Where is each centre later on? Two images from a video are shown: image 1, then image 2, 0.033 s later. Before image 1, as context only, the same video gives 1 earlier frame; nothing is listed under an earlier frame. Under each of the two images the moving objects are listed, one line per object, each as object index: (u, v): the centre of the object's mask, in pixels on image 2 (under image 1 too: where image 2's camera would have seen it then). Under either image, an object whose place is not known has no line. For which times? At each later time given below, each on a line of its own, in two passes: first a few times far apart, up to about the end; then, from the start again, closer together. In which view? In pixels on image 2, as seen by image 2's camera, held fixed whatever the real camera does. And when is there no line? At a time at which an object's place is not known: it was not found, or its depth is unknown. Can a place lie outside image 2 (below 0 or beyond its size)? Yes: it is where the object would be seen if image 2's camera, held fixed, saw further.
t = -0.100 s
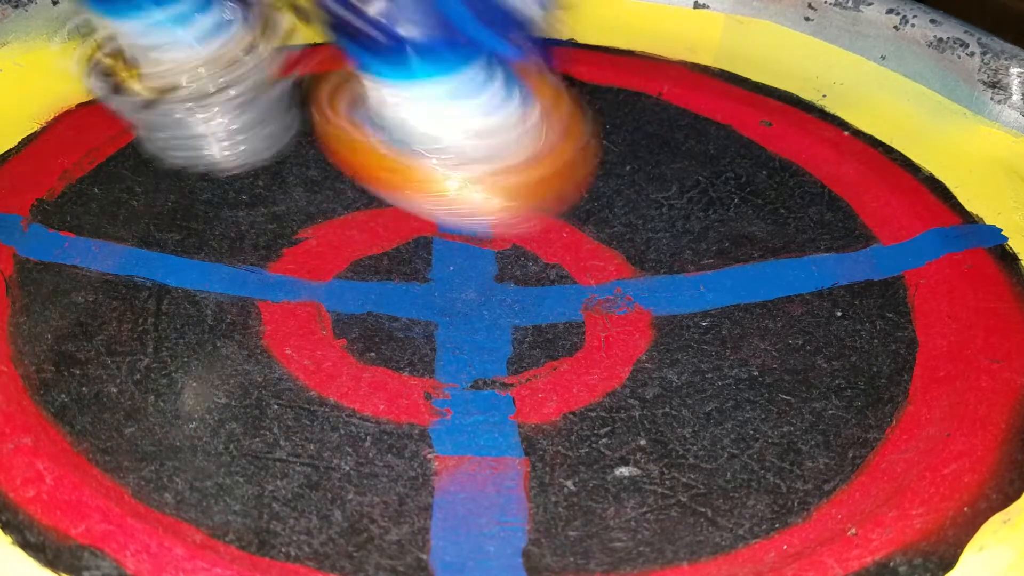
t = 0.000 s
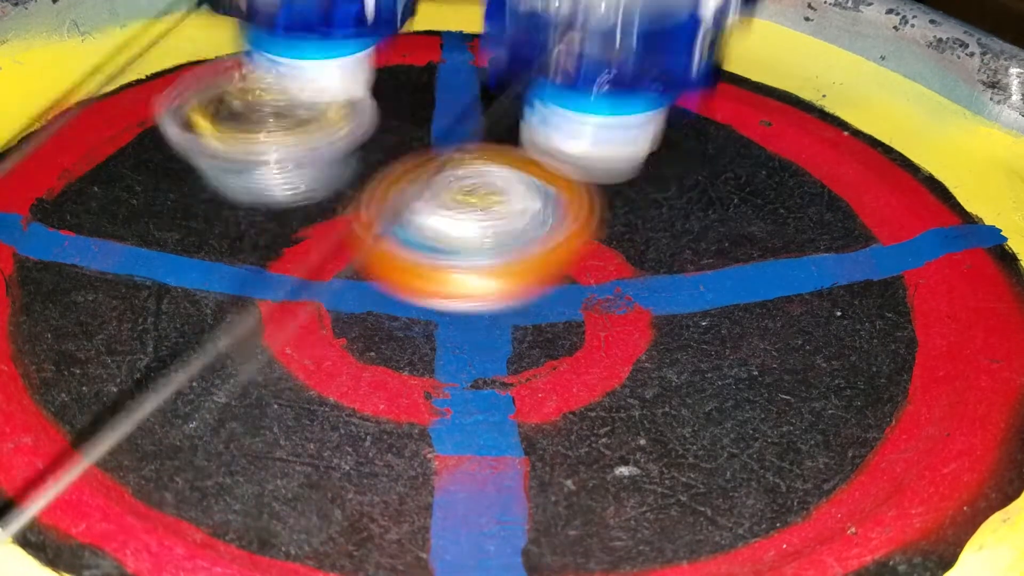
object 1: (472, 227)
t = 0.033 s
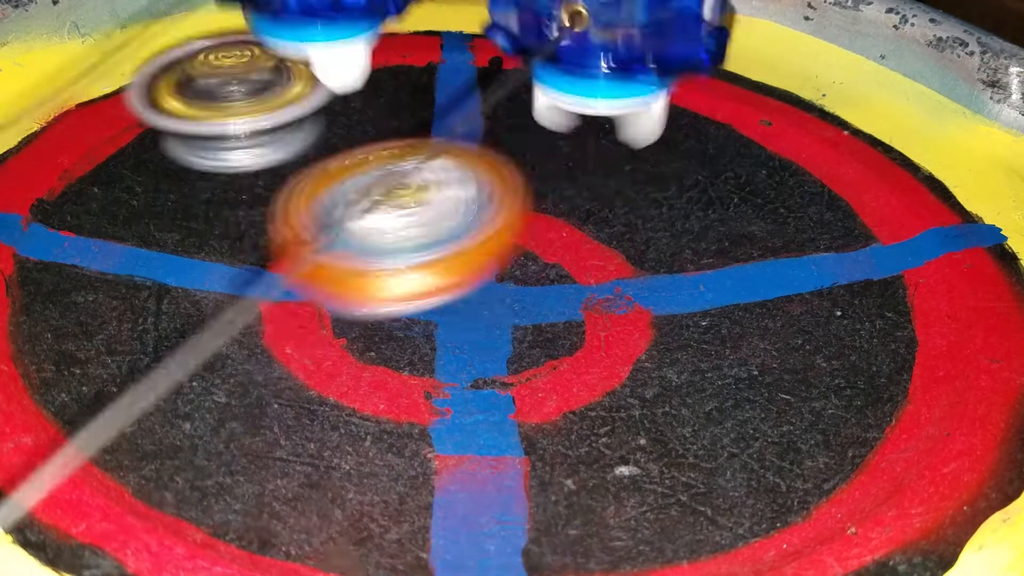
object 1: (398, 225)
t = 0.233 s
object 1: (138, 284)
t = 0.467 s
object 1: (581, 482)
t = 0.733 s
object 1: (957, 272)
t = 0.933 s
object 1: (938, 172)
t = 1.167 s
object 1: (648, 97)
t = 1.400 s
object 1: (404, 121)
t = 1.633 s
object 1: (266, 207)
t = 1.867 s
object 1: (305, 337)
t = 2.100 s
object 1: (548, 384)
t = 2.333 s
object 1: (692, 308)
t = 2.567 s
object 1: (642, 209)
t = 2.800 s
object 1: (510, 178)
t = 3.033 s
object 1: (388, 206)
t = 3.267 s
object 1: (408, 299)
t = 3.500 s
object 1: (535, 292)
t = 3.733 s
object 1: (600, 268)
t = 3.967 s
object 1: (536, 213)
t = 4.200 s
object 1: (436, 231)
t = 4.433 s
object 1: (534, 268)
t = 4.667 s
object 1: (591, 220)
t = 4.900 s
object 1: (545, 185)
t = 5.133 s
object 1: (468, 169)
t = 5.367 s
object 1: (311, 205)
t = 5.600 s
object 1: (318, 282)
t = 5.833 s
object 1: (439, 310)
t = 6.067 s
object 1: (524, 272)
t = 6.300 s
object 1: (405, 275)
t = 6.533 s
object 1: (408, 287)
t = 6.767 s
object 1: (422, 298)
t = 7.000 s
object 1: (457, 277)
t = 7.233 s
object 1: (454, 247)
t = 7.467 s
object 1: (410, 238)
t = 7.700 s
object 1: (395, 250)
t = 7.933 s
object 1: (440, 245)
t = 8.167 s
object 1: (480, 229)
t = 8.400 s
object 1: (377, 195)
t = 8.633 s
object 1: (353, 209)
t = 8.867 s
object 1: (371, 214)
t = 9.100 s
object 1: (423, 210)
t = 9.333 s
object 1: (454, 210)
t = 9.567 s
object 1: (476, 180)
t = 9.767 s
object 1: (506, 174)
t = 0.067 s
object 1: (340, 270)
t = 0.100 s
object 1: (265, 259)
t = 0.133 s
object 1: (214, 269)
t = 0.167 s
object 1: (176, 272)
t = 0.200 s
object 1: (150, 276)
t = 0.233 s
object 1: (138, 284)
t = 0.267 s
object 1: (139, 297)
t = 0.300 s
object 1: (153, 323)
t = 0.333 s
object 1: (181, 368)
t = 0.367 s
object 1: (236, 416)
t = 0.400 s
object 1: (321, 457)
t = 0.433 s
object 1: (442, 477)
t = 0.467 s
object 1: (581, 482)
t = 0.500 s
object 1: (723, 483)
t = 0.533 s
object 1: (838, 475)
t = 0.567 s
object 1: (889, 446)
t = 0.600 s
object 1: (924, 403)
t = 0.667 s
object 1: (942, 322)
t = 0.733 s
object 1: (957, 272)
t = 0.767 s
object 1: (958, 252)
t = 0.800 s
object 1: (957, 235)
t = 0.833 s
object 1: (956, 218)
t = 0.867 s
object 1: (952, 202)
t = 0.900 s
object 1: (945, 186)
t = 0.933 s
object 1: (938, 172)
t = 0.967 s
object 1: (927, 157)
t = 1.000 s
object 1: (904, 140)
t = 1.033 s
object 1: (864, 127)
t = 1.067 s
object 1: (810, 120)
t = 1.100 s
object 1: (752, 111)
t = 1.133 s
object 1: (697, 102)
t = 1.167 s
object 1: (648, 97)
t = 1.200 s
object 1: (603, 93)
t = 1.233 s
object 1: (563, 94)
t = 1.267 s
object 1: (525, 95)
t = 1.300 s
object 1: (491, 99)
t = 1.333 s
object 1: (461, 105)
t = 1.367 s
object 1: (432, 113)
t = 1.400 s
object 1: (404, 121)
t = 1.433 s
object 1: (377, 129)
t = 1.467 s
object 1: (352, 140)
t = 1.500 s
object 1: (330, 150)
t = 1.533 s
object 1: (309, 163)
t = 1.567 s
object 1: (291, 177)
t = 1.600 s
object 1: (276, 192)
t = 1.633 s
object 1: (266, 207)
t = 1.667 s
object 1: (259, 225)
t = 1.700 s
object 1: (256, 244)
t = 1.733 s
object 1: (256, 264)
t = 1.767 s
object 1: (262, 283)
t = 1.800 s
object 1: (271, 302)
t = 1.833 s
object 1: (285, 320)
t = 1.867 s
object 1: (305, 337)
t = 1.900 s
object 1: (334, 353)
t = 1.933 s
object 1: (364, 365)
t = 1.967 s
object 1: (395, 375)
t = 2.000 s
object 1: (431, 382)
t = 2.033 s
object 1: (469, 386)
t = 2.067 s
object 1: (509, 386)
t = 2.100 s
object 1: (548, 384)
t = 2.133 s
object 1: (580, 380)
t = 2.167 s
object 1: (608, 373)
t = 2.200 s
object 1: (635, 364)
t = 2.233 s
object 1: (657, 351)
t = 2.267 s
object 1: (675, 338)
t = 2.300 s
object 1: (687, 323)
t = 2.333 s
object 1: (692, 308)
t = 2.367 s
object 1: (693, 292)
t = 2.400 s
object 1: (691, 275)
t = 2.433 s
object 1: (689, 258)
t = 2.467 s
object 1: (681, 242)
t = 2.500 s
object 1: (670, 232)
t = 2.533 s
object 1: (657, 221)
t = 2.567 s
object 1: (642, 209)
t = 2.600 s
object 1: (627, 200)
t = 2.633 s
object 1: (608, 192)
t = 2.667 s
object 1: (587, 187)
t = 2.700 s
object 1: (566, 183)
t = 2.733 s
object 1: (545, 179)
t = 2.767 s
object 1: (528, 178)
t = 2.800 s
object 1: (510, 178)
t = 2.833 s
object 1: (490, 178)
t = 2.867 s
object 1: (470, 179)
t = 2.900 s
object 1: (453, 183)
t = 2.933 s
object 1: (441, 188)
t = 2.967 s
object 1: (409, 192)
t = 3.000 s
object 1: (402, 197)
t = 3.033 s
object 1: (388, 206)
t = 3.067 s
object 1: (377, 220)
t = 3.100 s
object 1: (367, 236)
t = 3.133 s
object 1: (364, 251)
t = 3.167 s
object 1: (369, 265)
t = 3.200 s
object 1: (376, 278)
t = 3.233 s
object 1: (387, 287)
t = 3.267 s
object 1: (408, 299)
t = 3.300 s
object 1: (430, 308)
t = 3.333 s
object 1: (451, 313)
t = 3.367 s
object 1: (476, 315)
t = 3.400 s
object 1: (502, 315)
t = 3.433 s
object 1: (523, 313)
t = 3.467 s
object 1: (536, 304)
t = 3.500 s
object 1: (535, 292)
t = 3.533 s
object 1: (535, 287)
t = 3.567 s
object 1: (540, 287)
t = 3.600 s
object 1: (551, 289)
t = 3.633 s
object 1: (568, 286)
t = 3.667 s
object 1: (584, 282)
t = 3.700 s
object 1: (595, 277)
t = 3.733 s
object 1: (600, 268)
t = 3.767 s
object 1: (600, 257)
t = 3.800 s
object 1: (596, 247)
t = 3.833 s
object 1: (590, 241)
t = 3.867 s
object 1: (585, 235)
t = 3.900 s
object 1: (577, 228)
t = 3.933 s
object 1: (563, 219)
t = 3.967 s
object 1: (536, 213)
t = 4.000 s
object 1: (515, 209)
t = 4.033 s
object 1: (498, 205)
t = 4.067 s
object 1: (482, 204)
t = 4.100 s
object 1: (467, 207)
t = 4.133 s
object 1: (453, 214)
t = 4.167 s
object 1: (442, 222)
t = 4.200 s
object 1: (436, 231)
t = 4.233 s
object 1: (437, 239)
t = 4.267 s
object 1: (442, 248)
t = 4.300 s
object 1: (455, 254)
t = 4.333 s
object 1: (472, 262)
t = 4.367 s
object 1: (495, 267)
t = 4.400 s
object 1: (516, 269)
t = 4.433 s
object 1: (534, 268)
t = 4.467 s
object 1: (564, 264)
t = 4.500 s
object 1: (584, 256)
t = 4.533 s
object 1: (596, 248)
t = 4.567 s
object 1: (596, 239)
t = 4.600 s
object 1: (593, 234)
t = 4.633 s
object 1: (591, 228)
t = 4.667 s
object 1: (591, 220)
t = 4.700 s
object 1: (588, 211)
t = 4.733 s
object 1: (580, 203)
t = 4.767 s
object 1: (572, 197)
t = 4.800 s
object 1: (566, 194)
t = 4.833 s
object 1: (560, 191)
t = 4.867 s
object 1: (553, 187)
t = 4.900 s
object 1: (545, 185)
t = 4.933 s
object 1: (537, 181)
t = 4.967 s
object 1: (529, 177)
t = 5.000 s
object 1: (521, 172)
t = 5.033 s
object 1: (511, 169)
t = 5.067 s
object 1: (502, 168)
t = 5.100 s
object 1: (491, 169)
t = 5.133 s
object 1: (468, 169)
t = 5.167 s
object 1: (417, 165)
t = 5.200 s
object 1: (378, 167)
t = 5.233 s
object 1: (350, 172)
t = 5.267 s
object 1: (333, 180)
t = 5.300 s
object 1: (323, 189)
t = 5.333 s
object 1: (316, 197)
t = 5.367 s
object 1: (311, 205)
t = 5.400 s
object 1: (310, 213)
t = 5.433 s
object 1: (313, 223)
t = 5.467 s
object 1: (321, 236)
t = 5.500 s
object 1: (310, 251)
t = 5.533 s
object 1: (308, 262)
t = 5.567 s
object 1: (311, 272)
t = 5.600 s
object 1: (318, 282)
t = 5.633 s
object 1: (328, 290)
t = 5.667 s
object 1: (339, 297)
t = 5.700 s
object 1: (355, 302)
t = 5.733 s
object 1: (375, 308)
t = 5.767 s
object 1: (398, 311)
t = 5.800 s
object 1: (418, 311)
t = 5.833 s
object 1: (439, 310)
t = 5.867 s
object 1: (458, 307)
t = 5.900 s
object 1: (475, 302)
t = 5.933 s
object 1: (488, 295)
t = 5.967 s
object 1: (503, 289)
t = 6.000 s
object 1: (518, 284)
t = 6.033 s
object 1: (530, 277)
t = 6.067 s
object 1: (524, 272)
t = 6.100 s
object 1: (512, 268)
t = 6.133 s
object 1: (502, 261)
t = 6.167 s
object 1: (469, 264)
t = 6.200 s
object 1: (438, 268)
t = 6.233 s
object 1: (419, 271)
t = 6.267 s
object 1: (409, 273)
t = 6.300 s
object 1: (405, 275)
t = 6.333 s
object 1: (404, 275)
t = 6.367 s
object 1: (404, 275)
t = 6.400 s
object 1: (406, 274)
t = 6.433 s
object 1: (408, 274)
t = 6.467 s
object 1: (412, 274)
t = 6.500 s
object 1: (414, 276)
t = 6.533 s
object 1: (408, 287)
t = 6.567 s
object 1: (411, 294)
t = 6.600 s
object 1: (416, 298)
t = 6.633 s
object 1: (420, 297)
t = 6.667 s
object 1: (422, 298)
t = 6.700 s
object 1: (422, 301)
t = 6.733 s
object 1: (422, 300)
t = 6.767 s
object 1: (422, 298)
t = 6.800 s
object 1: (422, 296)
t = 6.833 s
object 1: (429, 295)
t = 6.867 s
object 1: (437, 293)
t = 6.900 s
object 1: (444, 291)
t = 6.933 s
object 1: (450, 288)
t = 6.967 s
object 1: (454, 282)
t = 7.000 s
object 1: (457, 277)
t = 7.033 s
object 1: (462, 272)
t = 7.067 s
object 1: (463, 266)
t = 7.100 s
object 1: (466, 260)
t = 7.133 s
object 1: (469, 255)
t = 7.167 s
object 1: (471, 251)
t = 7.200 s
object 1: (467, 247)
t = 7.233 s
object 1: (454, 247)
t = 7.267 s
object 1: (442, 247)
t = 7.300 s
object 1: (438, 249)
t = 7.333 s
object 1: (431, 248)
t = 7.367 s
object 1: (424, 245)
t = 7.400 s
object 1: (419, 242)
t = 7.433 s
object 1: (415, 239)
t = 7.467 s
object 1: (410, 238)
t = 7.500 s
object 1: (404, 237)
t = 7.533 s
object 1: (399, 239)
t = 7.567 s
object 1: (394, 240)
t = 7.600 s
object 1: (393, 243)
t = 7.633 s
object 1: (393, 246)
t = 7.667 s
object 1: (393, 249)
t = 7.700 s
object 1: (395, 250)
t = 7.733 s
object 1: (398, 252)
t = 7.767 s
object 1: (406, 254)
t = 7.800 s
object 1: (410, 254)
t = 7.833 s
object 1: (419, 253)
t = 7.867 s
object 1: (426, 251)
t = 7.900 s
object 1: (433, 248)
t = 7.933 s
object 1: (440, 245)
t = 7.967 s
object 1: (447, 242)
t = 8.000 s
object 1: (451, 241)
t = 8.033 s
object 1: (456, 239)
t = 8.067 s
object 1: (461, 237)
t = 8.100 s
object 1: (467, 233)
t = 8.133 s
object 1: (472, 232)
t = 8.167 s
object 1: (480, 229)
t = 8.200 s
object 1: (484, 225)
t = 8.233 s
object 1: (457, 215)
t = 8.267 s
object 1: (426, 206)
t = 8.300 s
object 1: (405, 200)
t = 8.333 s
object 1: (392, 198)
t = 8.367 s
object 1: (384, 197)
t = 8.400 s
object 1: (377, 195)
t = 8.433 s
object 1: (371, 195)
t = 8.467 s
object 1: (365, 196)
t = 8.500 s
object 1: (360, 198)
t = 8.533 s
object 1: (355, 199)
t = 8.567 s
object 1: (350, 201)
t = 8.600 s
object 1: (349, 204)
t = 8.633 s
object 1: (353, 209)
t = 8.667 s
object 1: (361, 212)
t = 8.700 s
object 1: (372, 214)
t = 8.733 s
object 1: (360, 210)
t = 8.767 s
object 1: (352, 209)
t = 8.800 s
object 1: (352, 210)
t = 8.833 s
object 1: (360, 213)
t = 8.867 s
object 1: (371, 214)
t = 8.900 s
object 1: (381, 214)
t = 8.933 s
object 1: (388, 213)
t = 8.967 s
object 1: (398, 212)
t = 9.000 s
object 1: (407, 210)
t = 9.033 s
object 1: (412, 209)
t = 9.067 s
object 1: (418, 209)
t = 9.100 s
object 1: (423, 210)
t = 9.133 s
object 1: (427, 212)
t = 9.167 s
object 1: (431, 212)
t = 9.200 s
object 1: (437, 212)
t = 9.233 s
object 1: (443, 212)
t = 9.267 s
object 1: (448, 211)
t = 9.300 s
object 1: (452, 211)
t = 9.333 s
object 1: (454, 210)
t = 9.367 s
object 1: (452, 206)
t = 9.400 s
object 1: (455, 197)
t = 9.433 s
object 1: (456, 190)
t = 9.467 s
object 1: (458, 186)
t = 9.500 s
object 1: (463, 184)
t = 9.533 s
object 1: (468, 181)
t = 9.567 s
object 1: (476, 180)
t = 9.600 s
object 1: (484, 179)
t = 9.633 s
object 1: (490, 178)
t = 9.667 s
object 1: (494, 177)
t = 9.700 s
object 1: (499, 175)
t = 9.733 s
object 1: (504, 174)
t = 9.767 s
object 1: (506, 174)
